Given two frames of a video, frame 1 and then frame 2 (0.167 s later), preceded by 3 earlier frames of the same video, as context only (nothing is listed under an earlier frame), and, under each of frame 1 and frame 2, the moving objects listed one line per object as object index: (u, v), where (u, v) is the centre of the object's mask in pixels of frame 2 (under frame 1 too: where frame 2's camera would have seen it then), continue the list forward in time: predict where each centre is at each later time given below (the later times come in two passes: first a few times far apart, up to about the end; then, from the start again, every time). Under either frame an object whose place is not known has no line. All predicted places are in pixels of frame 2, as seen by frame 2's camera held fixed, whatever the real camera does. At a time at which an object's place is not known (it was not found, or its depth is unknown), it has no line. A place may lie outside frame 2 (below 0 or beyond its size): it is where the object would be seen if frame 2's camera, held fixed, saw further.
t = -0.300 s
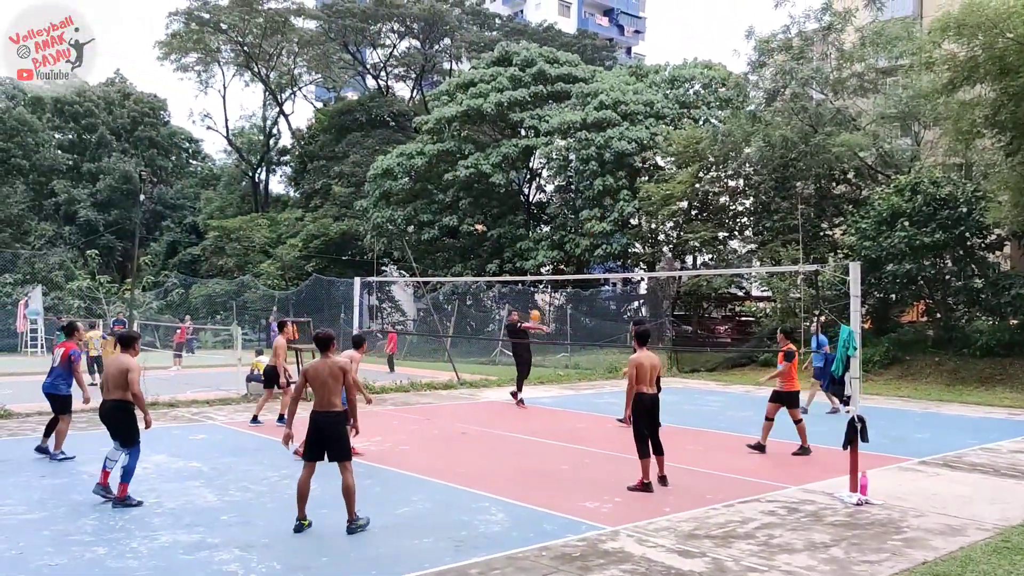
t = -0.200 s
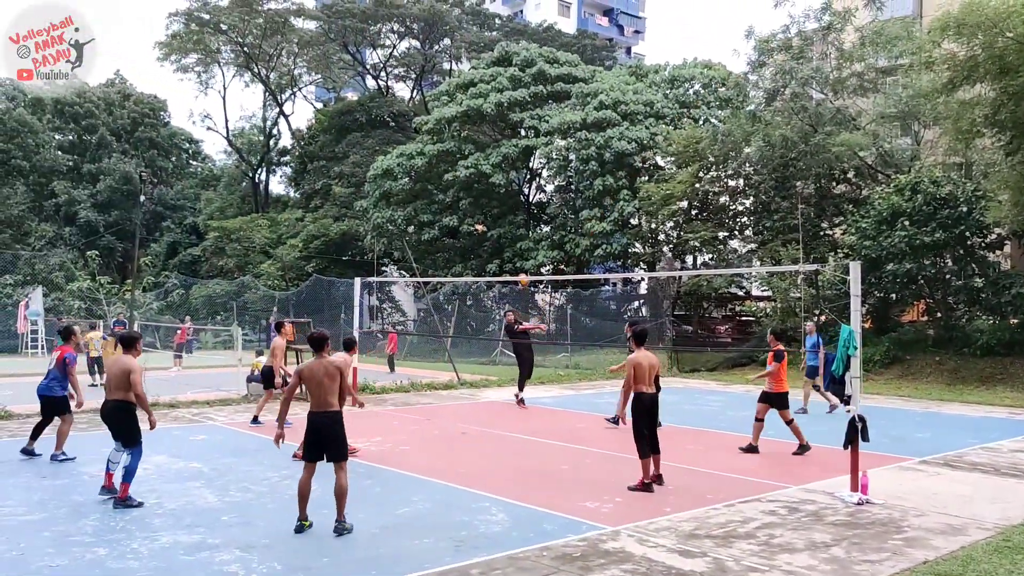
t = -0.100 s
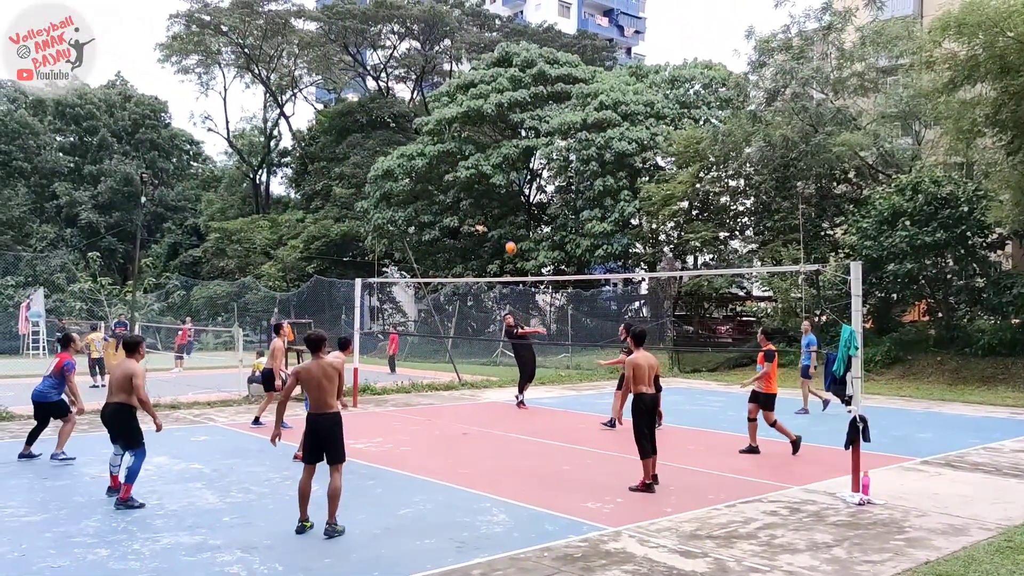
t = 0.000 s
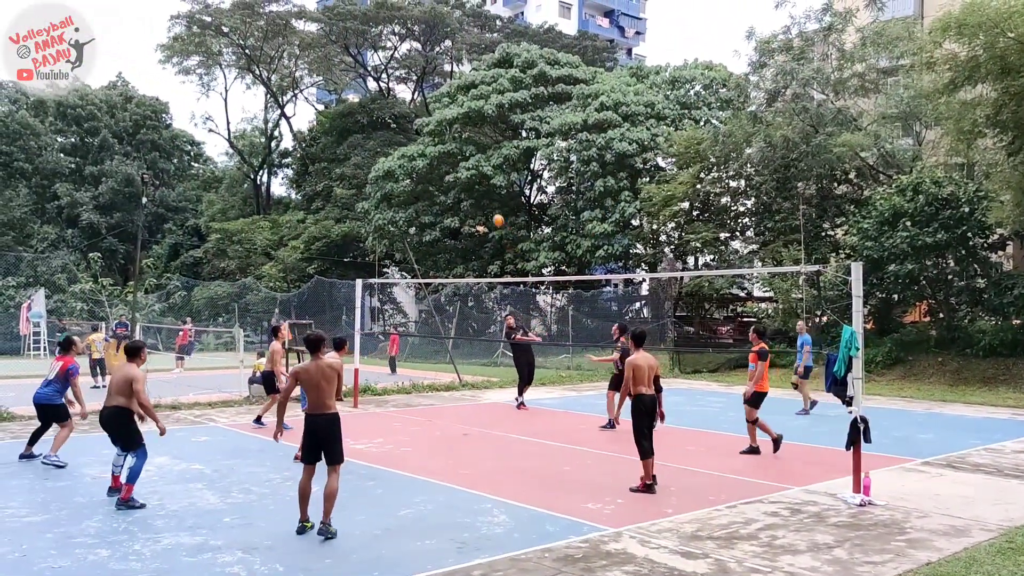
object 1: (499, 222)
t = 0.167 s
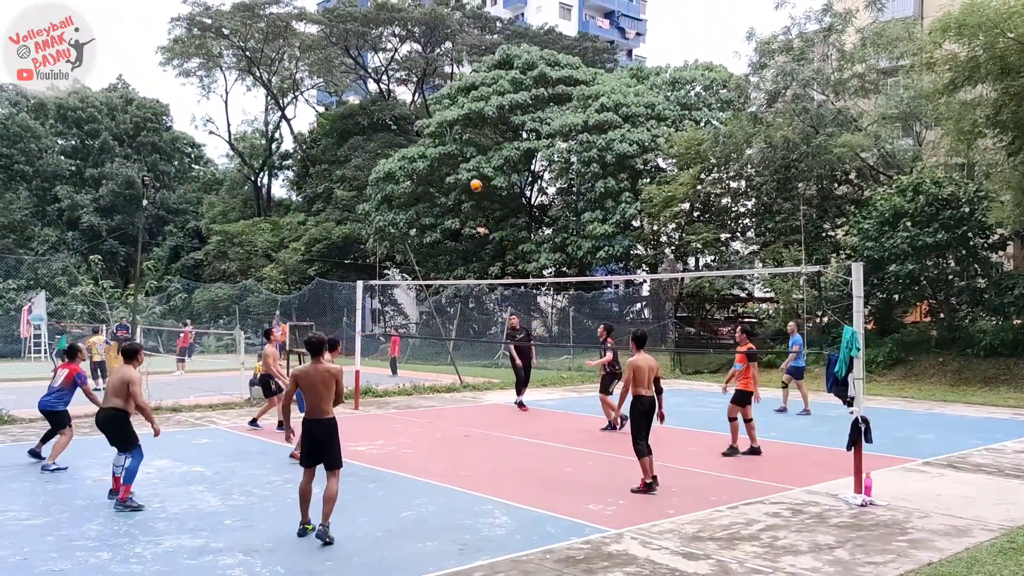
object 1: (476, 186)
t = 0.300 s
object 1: (457, 166)
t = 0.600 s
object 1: (411, 156)
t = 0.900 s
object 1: (363, 198)
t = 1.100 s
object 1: (331, 258)
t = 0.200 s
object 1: (471, 180)
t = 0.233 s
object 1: (467, 175)
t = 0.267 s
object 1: (462, 170)
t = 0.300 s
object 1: (457, 166)
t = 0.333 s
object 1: (452, 162)
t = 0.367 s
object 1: (447, 159)
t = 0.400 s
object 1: (442, 157)
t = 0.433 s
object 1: (437, 155)
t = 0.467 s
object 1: (432, 154)
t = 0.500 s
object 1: (427, 154)
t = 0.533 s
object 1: (422, 154)
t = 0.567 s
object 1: (416, 154)
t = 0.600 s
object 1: (411, 156)
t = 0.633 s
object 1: (406, 158)
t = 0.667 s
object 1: (401, 161)
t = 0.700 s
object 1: (395, 163)
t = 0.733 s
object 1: (389, 169)
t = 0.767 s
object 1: (385, 173)
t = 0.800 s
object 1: (379, 178)
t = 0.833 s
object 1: (374, 184)
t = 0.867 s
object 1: (368, 191)
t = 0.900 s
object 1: (363, 198)
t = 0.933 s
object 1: (358, 206)
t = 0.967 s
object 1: (353, 214)
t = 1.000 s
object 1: (347, 224)
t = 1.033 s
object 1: (342, 235)
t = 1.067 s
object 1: (337, 246)
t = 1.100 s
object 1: (331, 258)
